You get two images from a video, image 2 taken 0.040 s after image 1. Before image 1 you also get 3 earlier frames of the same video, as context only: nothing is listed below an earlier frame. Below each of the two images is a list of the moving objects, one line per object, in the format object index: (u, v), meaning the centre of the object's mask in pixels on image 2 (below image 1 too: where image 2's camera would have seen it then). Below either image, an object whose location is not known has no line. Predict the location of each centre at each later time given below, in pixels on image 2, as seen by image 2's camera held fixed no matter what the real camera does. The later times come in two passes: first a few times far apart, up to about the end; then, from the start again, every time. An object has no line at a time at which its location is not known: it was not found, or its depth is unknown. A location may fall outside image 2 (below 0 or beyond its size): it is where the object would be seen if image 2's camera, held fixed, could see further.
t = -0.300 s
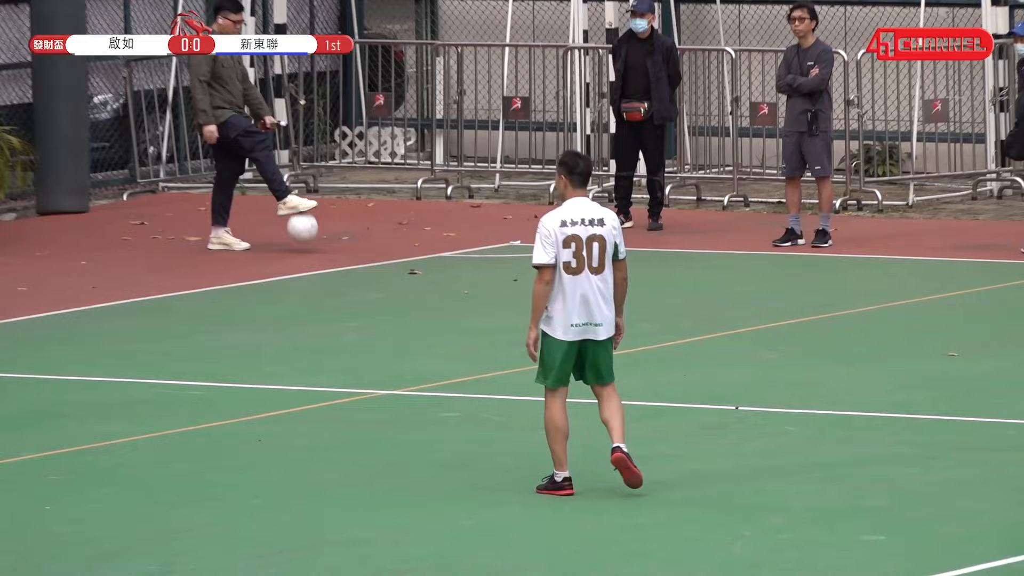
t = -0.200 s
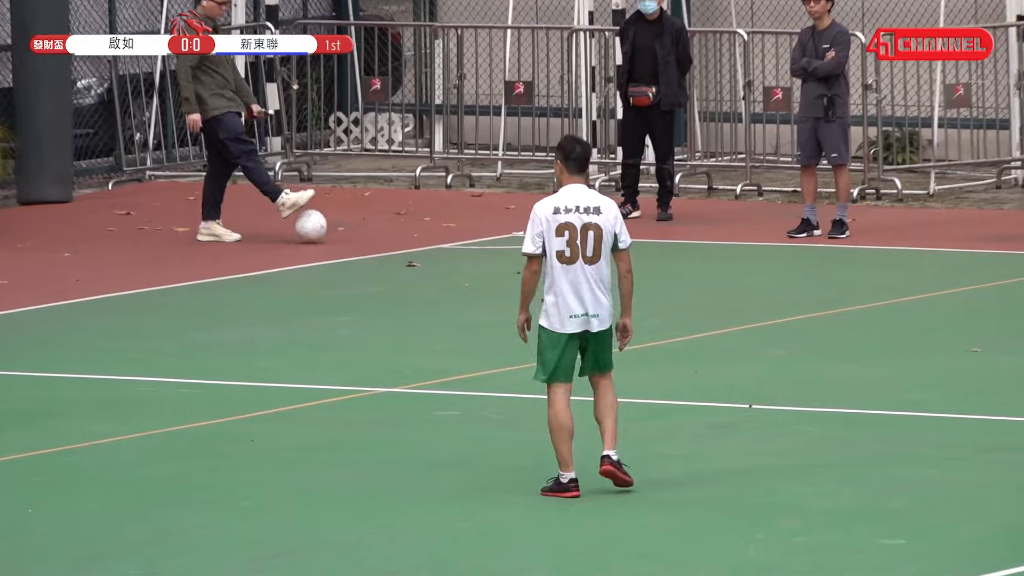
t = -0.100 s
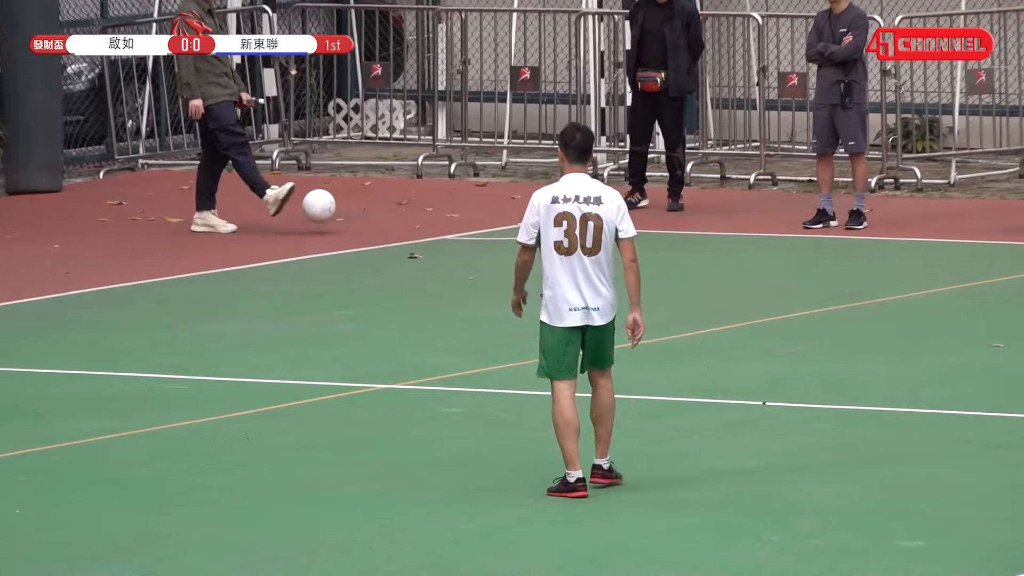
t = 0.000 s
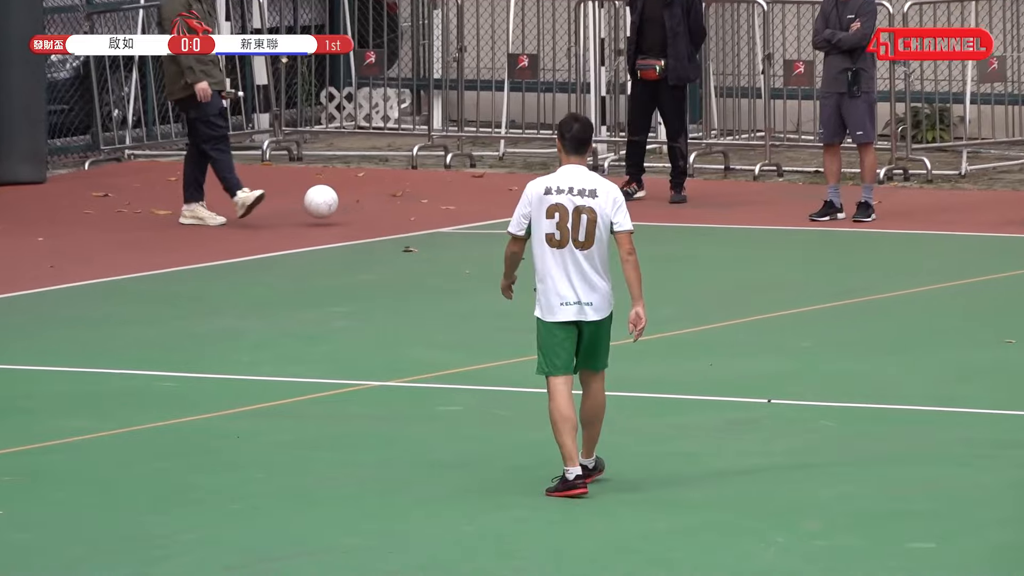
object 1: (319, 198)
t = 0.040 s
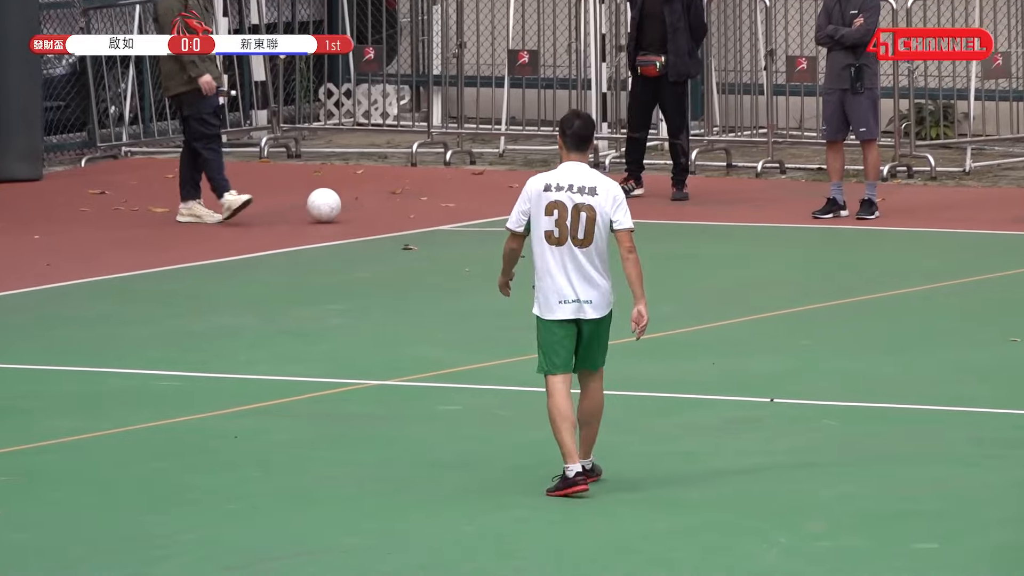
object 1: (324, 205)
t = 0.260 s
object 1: (347, 203)
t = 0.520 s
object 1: (369, 199)
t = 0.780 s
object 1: (392, 200)
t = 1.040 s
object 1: (418, 199)
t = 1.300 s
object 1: (441, 199)
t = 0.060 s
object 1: (326, 205)
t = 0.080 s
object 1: (328, 202)
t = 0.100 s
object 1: (330, 200)
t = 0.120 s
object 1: (332, 198)
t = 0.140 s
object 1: (334, 197)
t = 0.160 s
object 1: (336, 196)
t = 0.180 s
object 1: (339, 196)
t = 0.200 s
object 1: (340, 197)
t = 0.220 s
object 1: (342, 199)
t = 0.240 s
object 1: (344, 201)
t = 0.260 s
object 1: (347, 203)
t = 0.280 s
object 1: (348, 205)
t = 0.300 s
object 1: (350, 203)
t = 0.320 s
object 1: (352, 200)
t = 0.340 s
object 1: (354, 199)
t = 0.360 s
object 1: (355, 198)
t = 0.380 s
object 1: (357, 198)
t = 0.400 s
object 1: (359, 198)
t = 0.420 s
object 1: (361, 199)
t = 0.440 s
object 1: (363, 201)
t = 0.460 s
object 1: (364, 203)
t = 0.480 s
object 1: (366, 202)
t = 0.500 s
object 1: (367, 201)
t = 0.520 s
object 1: (369, 199)
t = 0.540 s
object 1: (371, 198)
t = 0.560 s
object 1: (372, 198)
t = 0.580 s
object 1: (374, 199)
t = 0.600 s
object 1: (375, 200)
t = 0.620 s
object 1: (377, 201)
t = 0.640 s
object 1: (379, 201)
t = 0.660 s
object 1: (380, 200)
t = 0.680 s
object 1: (382, 199)
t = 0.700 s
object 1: (384, 198)
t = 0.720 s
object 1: (386, 198)
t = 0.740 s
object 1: (388, 199)
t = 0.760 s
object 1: (390, 200)
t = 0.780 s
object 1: (392, 200)
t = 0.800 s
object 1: (393, 199)
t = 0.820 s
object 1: (396, 198)
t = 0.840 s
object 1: (398, 198)
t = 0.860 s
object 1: (400, 199)
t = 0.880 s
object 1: (402, 200)
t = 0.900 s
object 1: (404, 199)
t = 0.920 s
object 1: (406, 199)
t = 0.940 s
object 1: (409, 199)
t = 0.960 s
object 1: (411, 199)
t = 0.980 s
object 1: (412, 200)
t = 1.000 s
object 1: (414, 199)
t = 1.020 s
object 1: (416, 198)
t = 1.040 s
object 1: (418, 199)
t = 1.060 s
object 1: (420, 199)
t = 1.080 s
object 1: (422, 199)
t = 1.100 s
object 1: (424, 199)
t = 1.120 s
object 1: (425, 200)
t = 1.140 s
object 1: (427, 199)
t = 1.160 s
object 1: (429, 199)
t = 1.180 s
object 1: (431, 199)
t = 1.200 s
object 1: (432, 199)
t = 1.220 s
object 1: (434, 199)
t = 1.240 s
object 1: (436, 199)
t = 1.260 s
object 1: (438, 199)
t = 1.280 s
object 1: (440, 199)
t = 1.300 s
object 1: (441, 199)
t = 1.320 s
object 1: (443, 199)
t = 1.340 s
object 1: (444, 199)
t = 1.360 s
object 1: (446, 199)
